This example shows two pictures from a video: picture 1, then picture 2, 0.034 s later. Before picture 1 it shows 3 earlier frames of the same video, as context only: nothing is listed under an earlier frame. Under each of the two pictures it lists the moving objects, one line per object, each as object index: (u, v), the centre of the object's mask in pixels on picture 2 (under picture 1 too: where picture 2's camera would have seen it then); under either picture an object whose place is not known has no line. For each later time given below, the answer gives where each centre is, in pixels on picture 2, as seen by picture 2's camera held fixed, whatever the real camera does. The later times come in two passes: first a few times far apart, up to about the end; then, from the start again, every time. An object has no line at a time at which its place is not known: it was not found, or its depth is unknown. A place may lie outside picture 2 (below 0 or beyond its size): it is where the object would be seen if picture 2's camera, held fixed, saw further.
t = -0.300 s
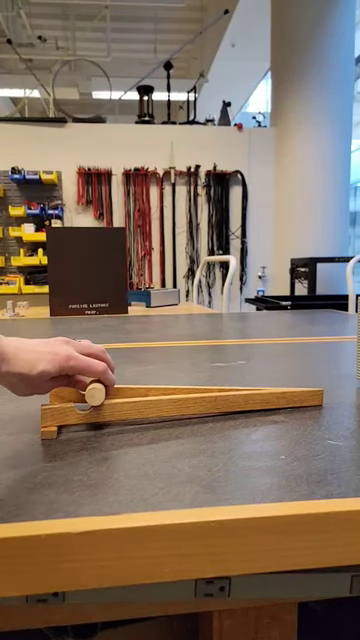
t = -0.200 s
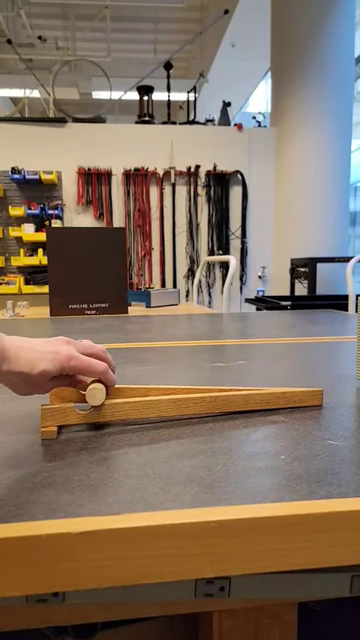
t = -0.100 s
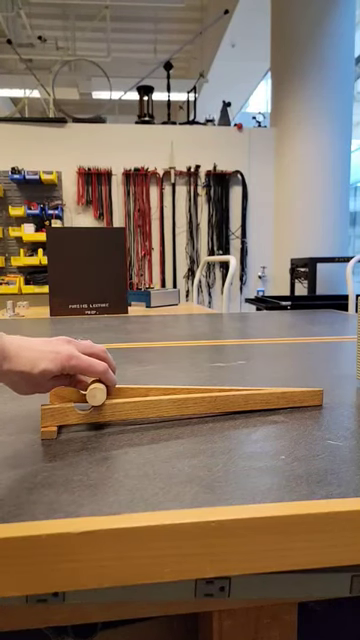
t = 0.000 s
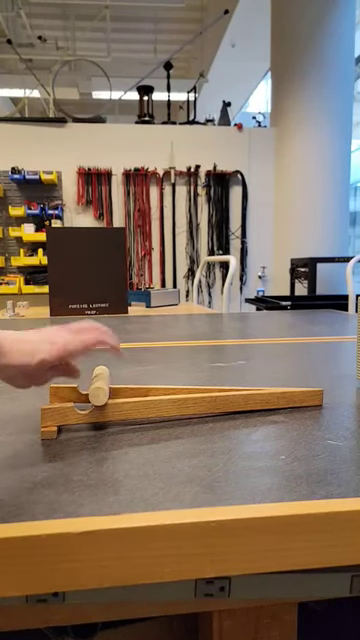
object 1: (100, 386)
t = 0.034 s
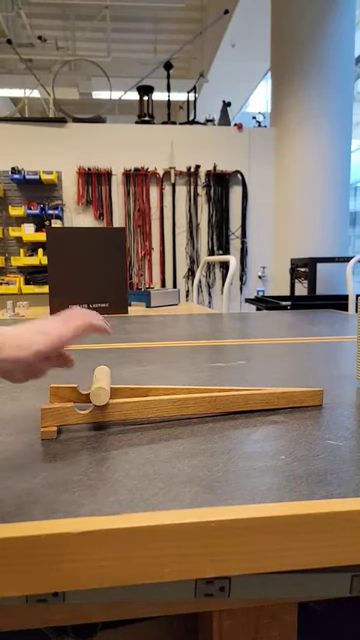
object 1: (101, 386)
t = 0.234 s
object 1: (112, 386)
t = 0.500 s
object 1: (137, 385)
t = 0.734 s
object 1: (165, 385)
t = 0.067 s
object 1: (102, 386)
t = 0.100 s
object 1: (104, 386)
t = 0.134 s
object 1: (105, 386)
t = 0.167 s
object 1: (107, 386)
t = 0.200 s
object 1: (110, 386)
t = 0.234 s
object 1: (112, 386)
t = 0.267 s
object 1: (115, 386)
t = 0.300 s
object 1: (117, 386)
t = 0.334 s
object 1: (120, 386)
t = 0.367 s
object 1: (123, 385)
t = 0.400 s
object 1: (126, 386)
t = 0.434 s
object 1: (130, 386)
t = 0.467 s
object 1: (133, 385)
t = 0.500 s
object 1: (137, 385)
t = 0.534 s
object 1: (140, 385)
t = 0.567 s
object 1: (144, 385)
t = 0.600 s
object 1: (148, 385)
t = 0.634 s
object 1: (152, 385)
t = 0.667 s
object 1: (156, 385)
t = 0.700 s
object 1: (161, 385)
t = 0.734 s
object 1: (165, 385)
